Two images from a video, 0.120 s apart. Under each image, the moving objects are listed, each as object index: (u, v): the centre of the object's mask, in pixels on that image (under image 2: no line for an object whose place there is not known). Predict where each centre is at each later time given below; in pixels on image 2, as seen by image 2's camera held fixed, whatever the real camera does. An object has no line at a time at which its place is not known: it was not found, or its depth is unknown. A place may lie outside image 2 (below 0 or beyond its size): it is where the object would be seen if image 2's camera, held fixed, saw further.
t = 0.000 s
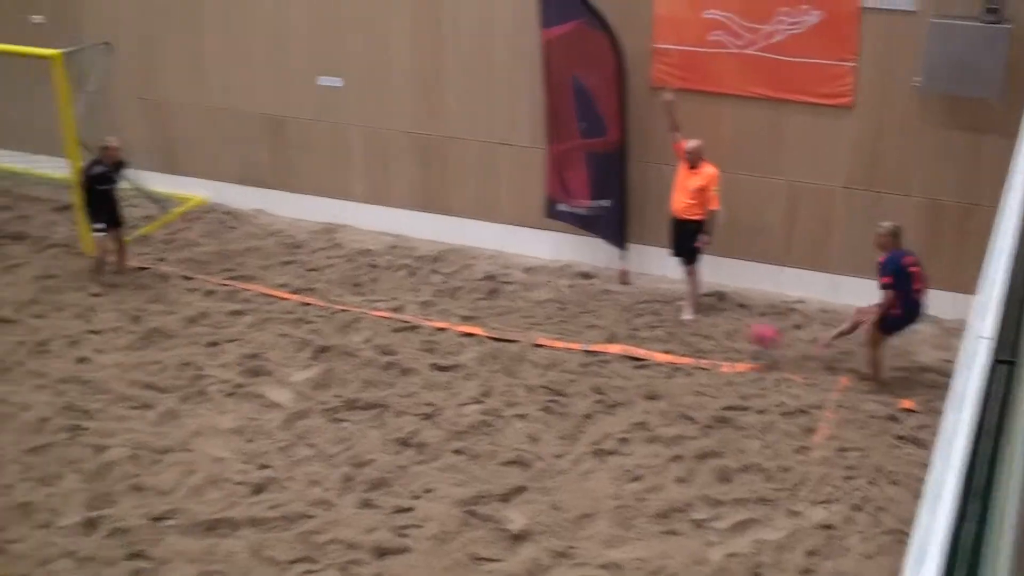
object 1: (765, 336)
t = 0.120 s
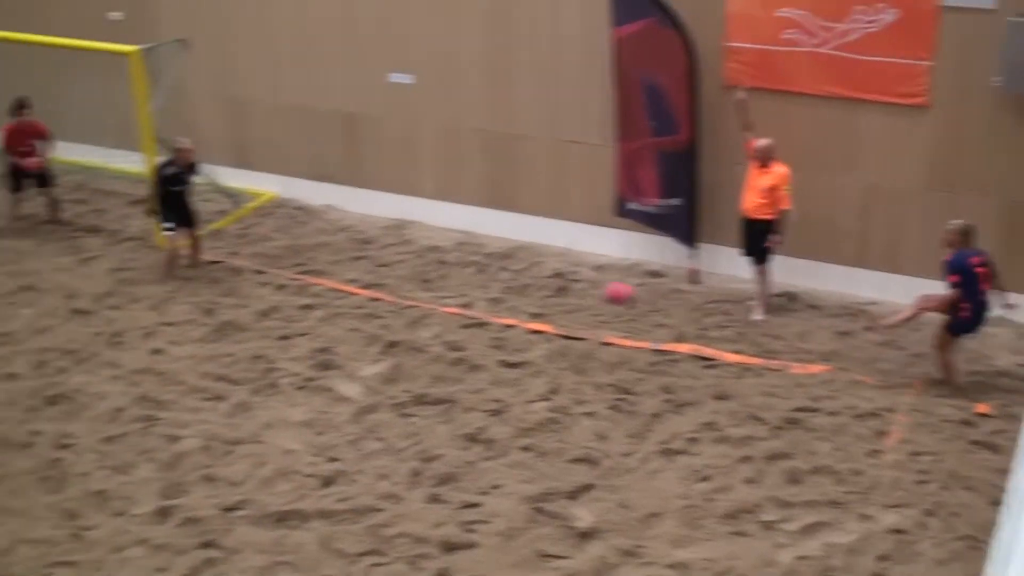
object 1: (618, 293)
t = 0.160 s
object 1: (548, 282)
